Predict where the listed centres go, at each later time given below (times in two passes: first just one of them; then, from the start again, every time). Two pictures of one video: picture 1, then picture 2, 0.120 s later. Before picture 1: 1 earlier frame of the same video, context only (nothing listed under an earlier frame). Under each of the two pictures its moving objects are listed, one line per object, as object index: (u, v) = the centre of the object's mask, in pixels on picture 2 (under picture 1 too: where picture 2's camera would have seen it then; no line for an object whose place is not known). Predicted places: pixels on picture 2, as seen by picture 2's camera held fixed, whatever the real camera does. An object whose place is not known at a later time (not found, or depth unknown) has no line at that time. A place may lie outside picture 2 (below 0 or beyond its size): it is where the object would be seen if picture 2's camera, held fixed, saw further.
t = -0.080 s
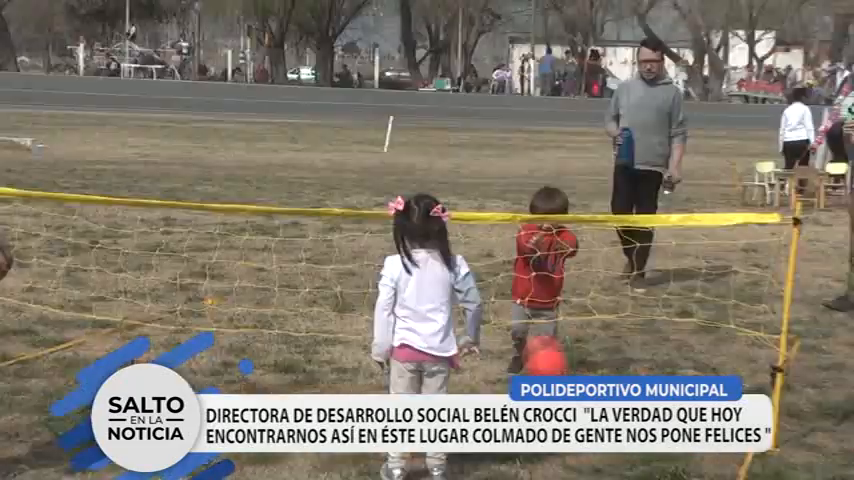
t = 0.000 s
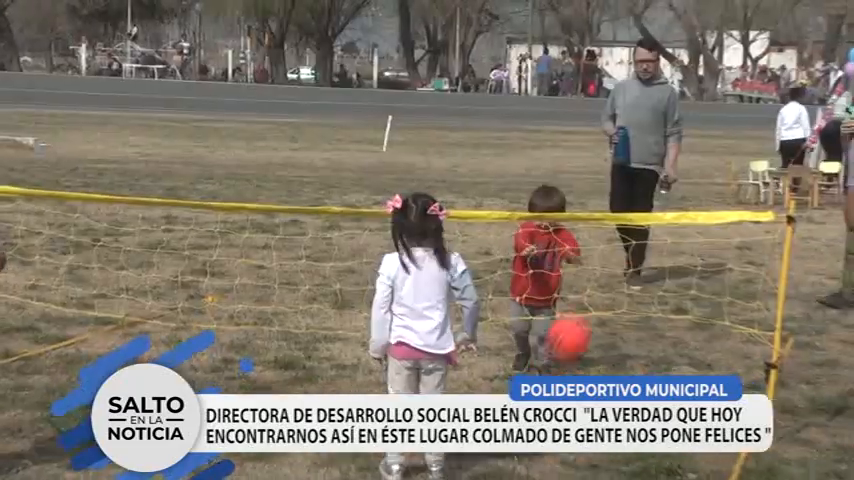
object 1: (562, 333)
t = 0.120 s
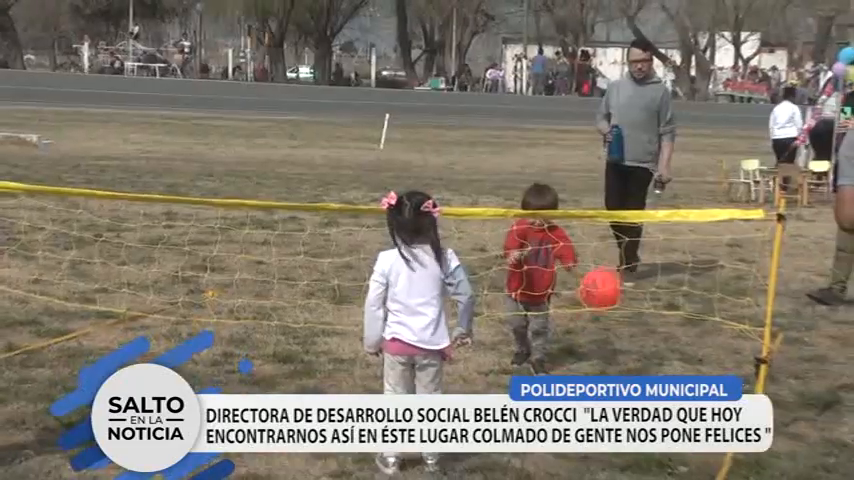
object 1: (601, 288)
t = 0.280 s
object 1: (655, 275)
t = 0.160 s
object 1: (614, 280)
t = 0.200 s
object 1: (626, 275)
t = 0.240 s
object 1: (641, 272)
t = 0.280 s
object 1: (655, 275)
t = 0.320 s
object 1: (668, 280)
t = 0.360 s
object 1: (681, 287)
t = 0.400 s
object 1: (695, 299)
